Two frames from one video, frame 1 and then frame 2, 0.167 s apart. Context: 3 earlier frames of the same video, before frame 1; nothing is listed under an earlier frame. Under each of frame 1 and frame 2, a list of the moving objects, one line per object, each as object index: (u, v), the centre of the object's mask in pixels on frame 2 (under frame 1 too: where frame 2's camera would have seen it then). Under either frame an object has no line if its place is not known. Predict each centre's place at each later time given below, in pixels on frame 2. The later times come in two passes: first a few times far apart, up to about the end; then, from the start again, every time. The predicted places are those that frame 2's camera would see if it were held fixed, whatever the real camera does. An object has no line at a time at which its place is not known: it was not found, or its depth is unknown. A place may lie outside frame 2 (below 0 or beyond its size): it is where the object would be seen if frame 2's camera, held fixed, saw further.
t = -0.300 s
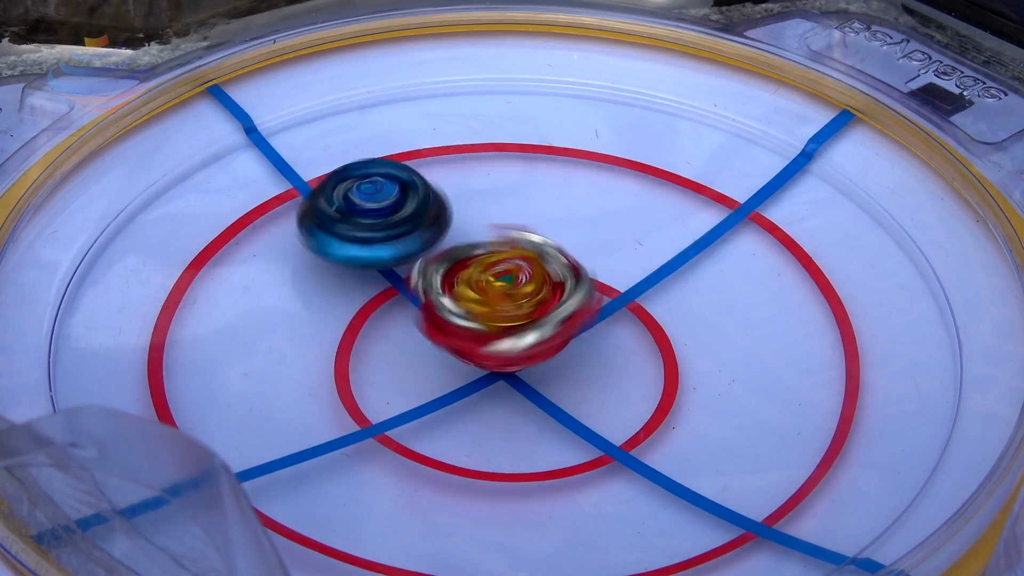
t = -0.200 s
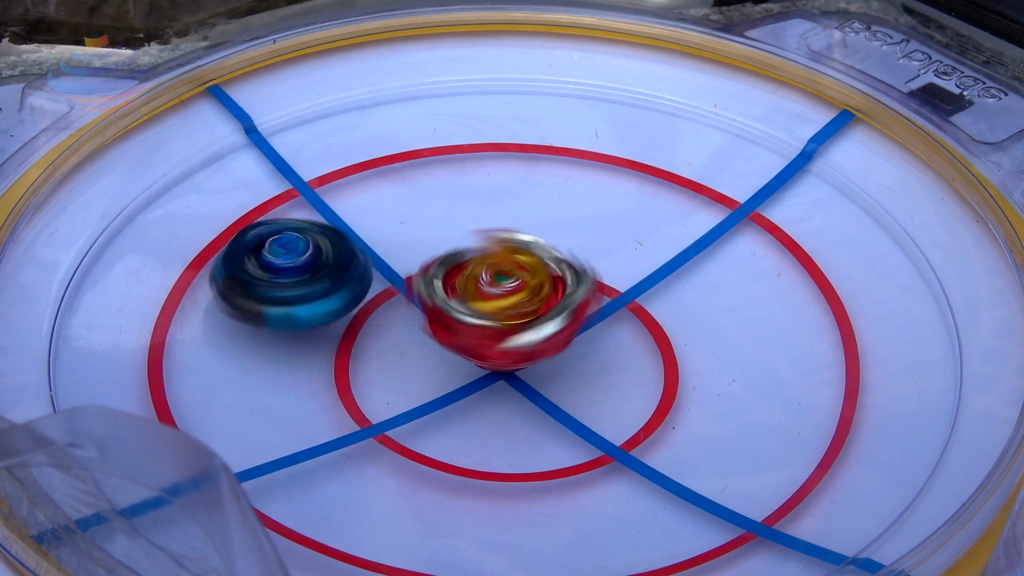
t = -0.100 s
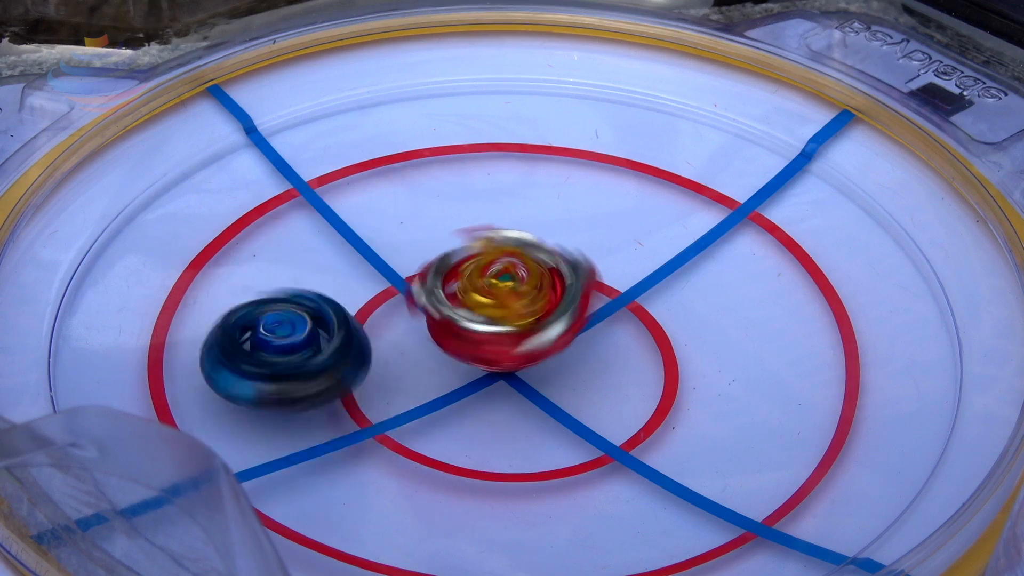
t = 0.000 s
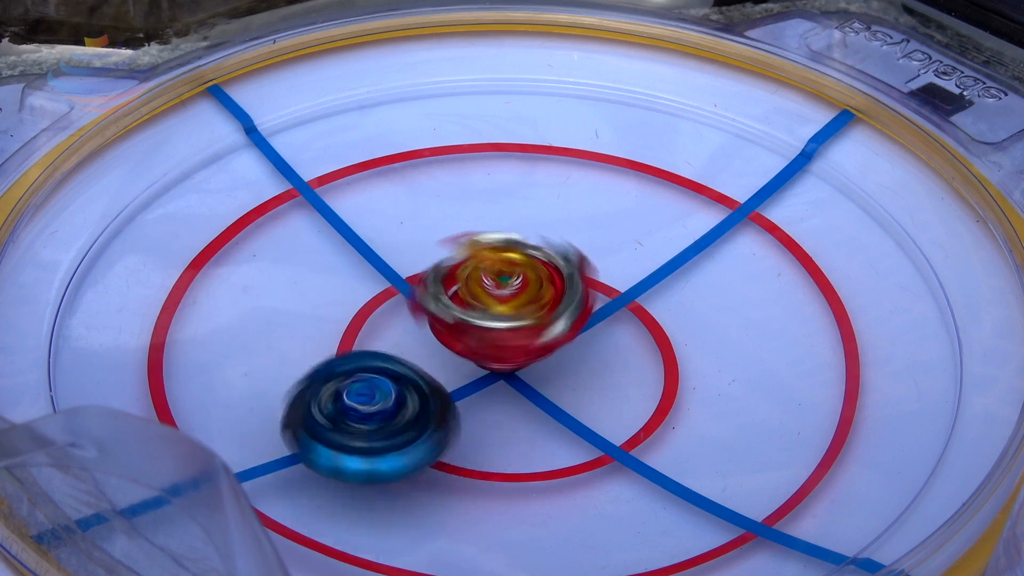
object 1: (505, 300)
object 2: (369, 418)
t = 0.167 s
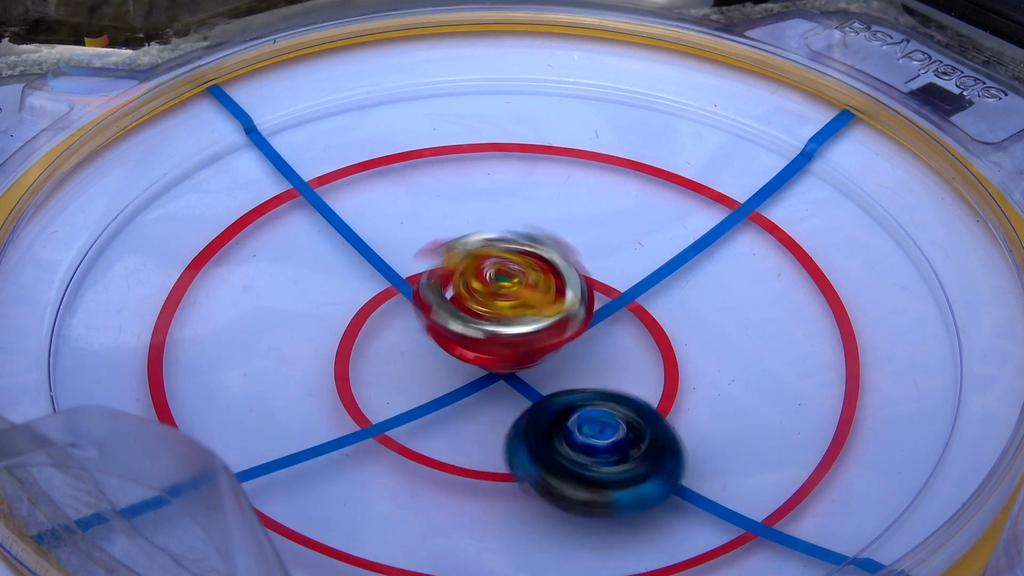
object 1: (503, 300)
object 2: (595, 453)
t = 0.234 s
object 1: (503, 299)
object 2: (669, 422)
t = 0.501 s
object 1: (505, 301)
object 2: (627, 229)
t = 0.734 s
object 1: (503, 300)
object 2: (367, 232)
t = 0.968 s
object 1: (504, 299)
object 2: (343, 393)
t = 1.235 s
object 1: (505, 300)
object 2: (660, 409)
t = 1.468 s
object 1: (504, 301)
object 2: (632, 240)
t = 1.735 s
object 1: (504, 300)
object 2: (349, 249)
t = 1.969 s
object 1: (505, 300)
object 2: (381, 405)
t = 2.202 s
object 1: (505, 301)
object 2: (656, 401)
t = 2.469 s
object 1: (503, 301)
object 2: (589, 224)
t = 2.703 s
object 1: (504, 300)
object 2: (346, 266)
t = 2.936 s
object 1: (504, 301)
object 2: (422, 416)
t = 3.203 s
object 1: (578, 252)
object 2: (678, 451)
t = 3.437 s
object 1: (563, 244)
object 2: (674, 324)
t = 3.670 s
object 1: (429, 175)
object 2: (550, 311)
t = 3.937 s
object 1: (435, 185)
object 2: (343, 315)
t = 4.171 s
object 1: (472, 313)
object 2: (364, 394)
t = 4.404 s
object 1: (626, 322)
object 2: (406, 335)
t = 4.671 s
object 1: (655, 281)
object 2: (363, 219)
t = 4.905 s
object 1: (583, 278)
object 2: (291, 222)
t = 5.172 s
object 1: (569, 279)
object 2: (418, 315)
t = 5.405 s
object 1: (588, 289)
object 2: (491, 375)
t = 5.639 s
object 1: (587, 293)
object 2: (595, 433)
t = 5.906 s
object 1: (583, 273)
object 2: (600, 395)
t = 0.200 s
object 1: (503, 299)
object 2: (635, 439)
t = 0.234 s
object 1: (503, 299)
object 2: (669, 422)
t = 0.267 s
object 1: (504, 299)
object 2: (691, 397)
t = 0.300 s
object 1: (504, 300)
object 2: (705, 371)
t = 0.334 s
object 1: (503, 300)
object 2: (709, 345)
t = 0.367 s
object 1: (503, 301)
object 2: (707, 318)
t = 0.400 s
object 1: (503, 301)
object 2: (694, 293)
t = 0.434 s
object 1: (504, 301)
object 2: (677, 269)
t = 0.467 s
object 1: (505, 300)
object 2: (654, 248)
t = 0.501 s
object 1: (505, 301)
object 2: (627, 229)
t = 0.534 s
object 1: (505, 300)
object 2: (594, 215)
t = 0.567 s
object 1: (505, 301)
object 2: (557, 205)
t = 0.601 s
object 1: (503, 300)
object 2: (517, 200)
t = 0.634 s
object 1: (503, 301)
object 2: (478, 200)
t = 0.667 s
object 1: (502, 300)
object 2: (438, 206)
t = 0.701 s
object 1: (502, 301)
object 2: (401, 216)
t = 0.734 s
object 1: (503, 300)
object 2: (367, 232)
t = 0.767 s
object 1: (505, 301)
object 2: (339, 250)
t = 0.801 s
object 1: (504, 300)
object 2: (313, 270)
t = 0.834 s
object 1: (505, 300)
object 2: (298, 294)
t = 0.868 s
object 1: (504, 300)
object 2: (291, 320)
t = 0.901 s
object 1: (505, 300)
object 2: (299, 345)
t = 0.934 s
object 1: (504, 300)
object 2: (315, 370)
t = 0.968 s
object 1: (504, 299)
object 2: (343, 393)
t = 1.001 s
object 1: (504, 299)
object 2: (375, 411)
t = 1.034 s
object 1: (505, 299)
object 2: (416, 427)
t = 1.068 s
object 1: (504, 300)
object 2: (458, 439)
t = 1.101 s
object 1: (504, 300)
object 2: (504, 446)
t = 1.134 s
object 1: (504, 301)
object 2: (549, 448)
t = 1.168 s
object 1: (504, 300)
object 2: (593, 441)
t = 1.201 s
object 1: (504, 301)
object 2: (632, 429)
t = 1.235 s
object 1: (505, 300)
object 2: (660, 409)
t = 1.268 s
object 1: (504, 300)
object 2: (683, 387)
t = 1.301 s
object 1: (502, 300)
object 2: (693, 359)
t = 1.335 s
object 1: (504, 301)
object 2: (695, 333)
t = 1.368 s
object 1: (502, 300)
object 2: (687, 308)
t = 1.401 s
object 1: (505, 301)
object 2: (675, 283)
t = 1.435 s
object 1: (503, 300)
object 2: (656, 261)
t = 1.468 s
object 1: (504, 301)
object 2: (632, 240)
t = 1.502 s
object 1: (505, 300)
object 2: (603, 223)
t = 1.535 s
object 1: (504, 300)
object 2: (567, 210)
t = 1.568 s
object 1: (504, 300)
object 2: (528, 203)
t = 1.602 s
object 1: (505, 299)
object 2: (485, 200)
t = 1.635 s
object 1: (504, 301)
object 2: (448, 206)
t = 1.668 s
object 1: (502, 301)
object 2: (410, 216)
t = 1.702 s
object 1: (503, 301)
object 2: (378, 231)
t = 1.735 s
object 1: (504, 300)
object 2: (349, 249)
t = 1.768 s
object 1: (504, 300)
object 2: (326, 269)
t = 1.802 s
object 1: (503, 300)
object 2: (307, 292)
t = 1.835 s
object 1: (503, 300)
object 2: (303, 317)
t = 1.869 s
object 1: (503, 300)
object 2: (306, 342)
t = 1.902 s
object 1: (505, 301)
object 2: (323, 366)
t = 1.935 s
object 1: (504, 300)
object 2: (348, 388)
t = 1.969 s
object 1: (505, 300)
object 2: (381, 405)
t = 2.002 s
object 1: (504, 300)
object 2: (419, 422)
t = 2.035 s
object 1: (505, 299)
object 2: (460, 431)
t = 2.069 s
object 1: (503, 299)
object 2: (506, 439)
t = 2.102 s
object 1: (504, 299)
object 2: (549, 439)
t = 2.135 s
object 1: (504, 301)
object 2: (593, 434)
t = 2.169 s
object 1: (504, 300)
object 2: (629, 421)
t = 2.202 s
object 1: (505, 301)
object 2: (656, 401)
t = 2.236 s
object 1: (503, 300)
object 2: (676, 379)
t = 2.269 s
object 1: (503, 301)
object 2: (685, 352)
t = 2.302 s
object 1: (502, 300)
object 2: (686, 327)
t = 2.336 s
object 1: (504, 301)
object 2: (678, 302)
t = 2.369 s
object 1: (505, 299)
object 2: (667, 278)
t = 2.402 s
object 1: (505, 301)
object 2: (646, 257)
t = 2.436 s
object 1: (503, 301)
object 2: (620, 238)
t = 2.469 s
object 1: (503, 301)
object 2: (589, 224)
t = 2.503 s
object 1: (503, 301)
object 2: (553, 211)
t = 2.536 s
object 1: (504, 300)
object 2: (516, 206)
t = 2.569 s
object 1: (504, 302)
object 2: (472, 207)
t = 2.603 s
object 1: (504, 300)
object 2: (433, 215)
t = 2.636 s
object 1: (503, 300)
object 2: (398, 229)
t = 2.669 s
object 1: (502, 299)
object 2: (368, 245)
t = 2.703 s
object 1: (504, 300)
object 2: (346, 266)
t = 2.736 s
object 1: (504, 299)
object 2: (327, 286)
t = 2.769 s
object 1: (506, 299)
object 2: (320, 311)
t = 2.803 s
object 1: (504, 299)
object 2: (320, 335)
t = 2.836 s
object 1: (504, 298)
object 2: (334, 359)
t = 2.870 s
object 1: (503, 300)
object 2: (356, 381)
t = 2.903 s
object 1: (504, 300)
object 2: (386, 398)
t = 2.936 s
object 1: (504, 301)
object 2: (422, 416)
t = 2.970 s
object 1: (510, 298)
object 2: (458, 426)
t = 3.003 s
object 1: (516, 301)
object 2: (501, 433)
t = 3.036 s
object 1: (534, 284)
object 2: (528, 460)
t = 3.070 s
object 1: (551, 270)
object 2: (559, 476)
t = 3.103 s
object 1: (562, 260)
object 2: (595, 485)
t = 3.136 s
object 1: (572, 251)
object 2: (628, 483)
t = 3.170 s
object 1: (586, 251)
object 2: (656, 470)
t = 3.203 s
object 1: (578, 252)
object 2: (678, 451)
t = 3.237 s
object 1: (596, 253)
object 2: (695, 431)
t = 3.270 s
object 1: (596, 255)
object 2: (705, 408)
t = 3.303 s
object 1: (593, 256)
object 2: (705, 383)
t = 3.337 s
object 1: (573, 257)
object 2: (700, 359)
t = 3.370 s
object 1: (588, 256)
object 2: (697, 344)
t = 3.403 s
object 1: (575, 250)
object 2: (688, 334)
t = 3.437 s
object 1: (563, 244)
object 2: (674, 324)
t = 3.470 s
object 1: (540, 241)
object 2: (666, 325)
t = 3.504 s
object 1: (517, 227)
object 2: (652, 321)
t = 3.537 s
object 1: (497, 212)
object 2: (632, 314)
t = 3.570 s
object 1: (479, 213)
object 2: (607, 304)
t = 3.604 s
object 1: (463, 207)
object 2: (585, 299)
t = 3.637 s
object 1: (445, 191)
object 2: (568, 307)
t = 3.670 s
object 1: (429, 175)
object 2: (550, 311)
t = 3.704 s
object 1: (421, 163)
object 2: (531, 313)
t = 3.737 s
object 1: (419, 158)
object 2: (510, 311)
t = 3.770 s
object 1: (420, 153)
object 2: (485, 308)
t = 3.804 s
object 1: (421, 156)
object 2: (457, 305)
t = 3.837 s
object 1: (420, 160)
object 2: (427, 304)
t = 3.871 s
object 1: (423, 163)
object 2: (398, 305)
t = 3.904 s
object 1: (409, 178)
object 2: (369, 308)
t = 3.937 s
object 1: (435, 185)
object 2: (343, 315)
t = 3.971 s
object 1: (434, 203)
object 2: (321, 325)
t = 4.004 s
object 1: (449, 215)
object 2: (306, 338)
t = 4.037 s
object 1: (470, 237)
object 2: (300, 353)
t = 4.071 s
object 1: (454, 259)
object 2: (306, 367)
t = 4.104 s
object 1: (479, 281)
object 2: (322, 380)
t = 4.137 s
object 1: (476, 300)
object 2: (344, 388)
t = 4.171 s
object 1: (472, 313)
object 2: (364, 394)
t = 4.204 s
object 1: (493, 309)
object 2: (366, 400)
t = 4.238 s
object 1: (515, 313)
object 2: (375, 401)
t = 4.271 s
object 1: (536, 316)
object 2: (391, 396)
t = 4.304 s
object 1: (555, 315)
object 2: (408, 385)
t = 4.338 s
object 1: (565, 313)
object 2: (418, 371)
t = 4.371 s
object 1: (592, 310)
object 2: (408, 353)
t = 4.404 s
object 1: (626, 322)
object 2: (406, 335)
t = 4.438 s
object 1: (645, 317)
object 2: (405, 320)
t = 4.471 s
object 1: (651, 300)
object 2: (404, 305)
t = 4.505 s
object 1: (659, 294)
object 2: (401, 291)
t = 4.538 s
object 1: (663, 291)
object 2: (397, 275)
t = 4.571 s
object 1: (666, 286)
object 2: (391, 260)
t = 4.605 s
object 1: (667, 281)
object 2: (383, 245)
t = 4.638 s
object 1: (663, 280)
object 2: (374, 232)
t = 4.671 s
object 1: (655, 281)
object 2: (363, 219)
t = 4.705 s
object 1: (644, 283)
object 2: (349, 209)
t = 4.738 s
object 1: (628, 288)
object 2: (333, 202)
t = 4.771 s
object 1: (614, 286)
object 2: (317, 199)
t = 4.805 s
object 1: (605, 285)
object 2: (305, 200)
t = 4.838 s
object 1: (597, 282)
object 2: (296, 205)
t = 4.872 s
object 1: (591, 280)
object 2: (291, 212)
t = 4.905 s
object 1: (583, 278)
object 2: (291, 222)
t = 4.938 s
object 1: (575, 274)
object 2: (296, 233)
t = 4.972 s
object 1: (569, 271)
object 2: (306, 248)
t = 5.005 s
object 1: (569, 267)
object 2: (321, 263)
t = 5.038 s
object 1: (568, 267)
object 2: (337, 275)
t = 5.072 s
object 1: (569, 267)
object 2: (355, 286)
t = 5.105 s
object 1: (569, 270)
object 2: (375, 297)
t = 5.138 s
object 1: (570, 274)
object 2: (396, 306)
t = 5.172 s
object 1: (569, 279)
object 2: (418, 315)
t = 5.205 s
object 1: (572, 281)
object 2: (440, 324)
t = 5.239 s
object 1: (576, 279)
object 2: (462, 331)
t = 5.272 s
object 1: (585, 280)
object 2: (475, 336)
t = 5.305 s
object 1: (590, 284)
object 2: (481, 344)
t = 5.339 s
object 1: (591, 286)
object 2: (482, 352)
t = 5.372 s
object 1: (590, 289)
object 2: (485, 364)
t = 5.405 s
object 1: (588, 289)
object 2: (491, 375)
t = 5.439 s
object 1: (587, 290)
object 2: (499, 388)
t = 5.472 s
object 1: (586, 291)
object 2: (508, 400)
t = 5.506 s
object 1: (586, 292)
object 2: (522, 411)
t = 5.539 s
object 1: (586, 292)
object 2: (537, 420)
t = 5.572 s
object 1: (586, 293)
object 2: (553, 427)
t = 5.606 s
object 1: (587, 293)
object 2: (575, 433)
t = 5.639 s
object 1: (587, 293)
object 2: (595, 433)
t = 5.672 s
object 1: (587, 293)
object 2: (615, 429)
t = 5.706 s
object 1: (587, 292)
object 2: (631, 421)
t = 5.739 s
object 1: (585, 289)
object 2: (639, 412)
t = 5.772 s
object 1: (590, 280)
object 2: (640, 402)
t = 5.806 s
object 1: (592, 278)
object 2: (636, 394)
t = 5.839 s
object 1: (592, 274)
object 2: (624, 388)
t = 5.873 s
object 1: (587, 270)
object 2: (613, 390)
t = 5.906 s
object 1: (583, 273)
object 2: (600, 395)
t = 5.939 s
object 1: (578, 274)
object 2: (588, 399)
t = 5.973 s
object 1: (571, 274)
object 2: (581, 404)
